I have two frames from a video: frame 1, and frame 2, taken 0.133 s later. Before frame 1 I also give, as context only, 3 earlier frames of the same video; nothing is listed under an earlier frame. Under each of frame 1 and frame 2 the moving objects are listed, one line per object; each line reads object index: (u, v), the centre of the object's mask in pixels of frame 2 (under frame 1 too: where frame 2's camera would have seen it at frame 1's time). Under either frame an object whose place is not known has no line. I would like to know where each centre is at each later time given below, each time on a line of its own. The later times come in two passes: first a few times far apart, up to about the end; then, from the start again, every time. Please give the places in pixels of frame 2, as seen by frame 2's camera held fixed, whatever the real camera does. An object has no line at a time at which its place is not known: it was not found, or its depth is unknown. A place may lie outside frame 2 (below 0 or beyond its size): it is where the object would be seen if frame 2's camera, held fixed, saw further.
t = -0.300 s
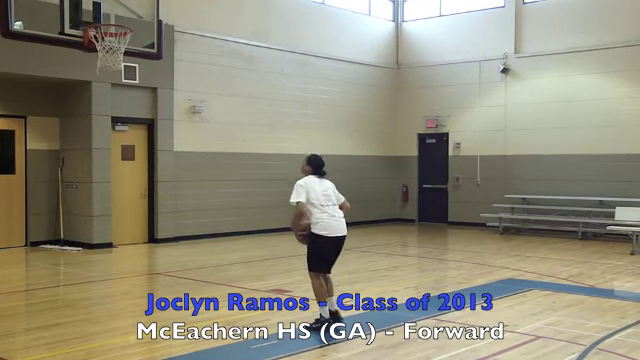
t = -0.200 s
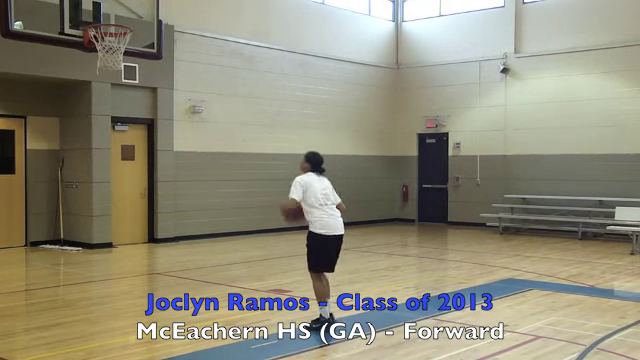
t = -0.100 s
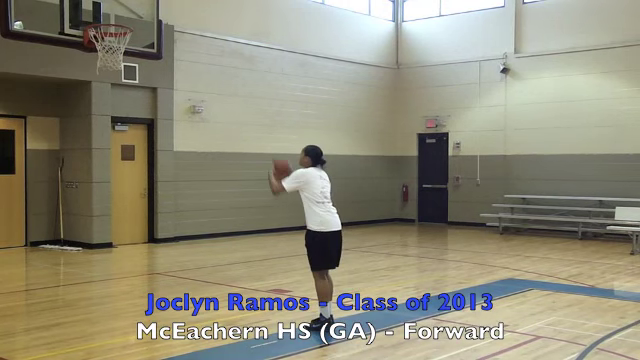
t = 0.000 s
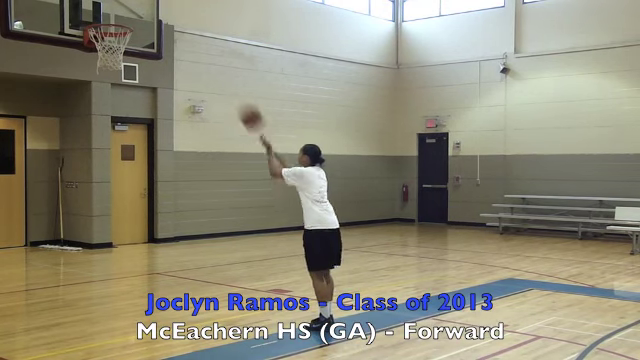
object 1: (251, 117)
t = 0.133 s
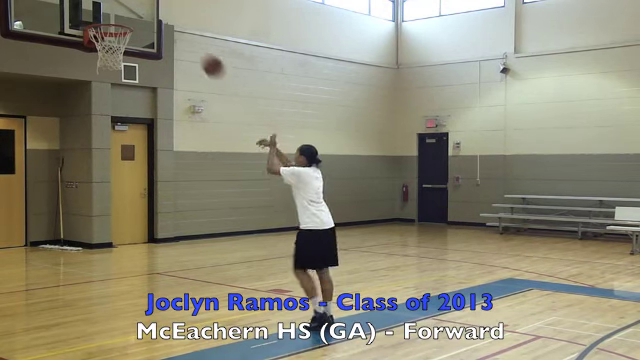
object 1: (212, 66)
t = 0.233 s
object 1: (186, 41)
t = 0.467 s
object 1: (140, 19)
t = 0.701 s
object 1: (179, 45)
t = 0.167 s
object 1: (203, 57)
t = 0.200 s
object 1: (195, 48)
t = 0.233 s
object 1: (186, 41)
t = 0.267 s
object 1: (177, 34)
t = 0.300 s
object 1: (169, 30)
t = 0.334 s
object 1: (161, 25)
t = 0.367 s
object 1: (152, 23)
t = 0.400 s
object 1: (144, 21)
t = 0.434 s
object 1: (138, 19)
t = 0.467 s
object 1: (140, 19)
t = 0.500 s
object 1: (145, 20)
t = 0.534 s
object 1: (151, 21)
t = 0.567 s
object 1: (155, 24)
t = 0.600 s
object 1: (162, 27)
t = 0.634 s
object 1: (168, 32)
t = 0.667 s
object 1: (173, 36)
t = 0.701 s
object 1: (179, 45)
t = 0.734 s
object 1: (185, 52)
